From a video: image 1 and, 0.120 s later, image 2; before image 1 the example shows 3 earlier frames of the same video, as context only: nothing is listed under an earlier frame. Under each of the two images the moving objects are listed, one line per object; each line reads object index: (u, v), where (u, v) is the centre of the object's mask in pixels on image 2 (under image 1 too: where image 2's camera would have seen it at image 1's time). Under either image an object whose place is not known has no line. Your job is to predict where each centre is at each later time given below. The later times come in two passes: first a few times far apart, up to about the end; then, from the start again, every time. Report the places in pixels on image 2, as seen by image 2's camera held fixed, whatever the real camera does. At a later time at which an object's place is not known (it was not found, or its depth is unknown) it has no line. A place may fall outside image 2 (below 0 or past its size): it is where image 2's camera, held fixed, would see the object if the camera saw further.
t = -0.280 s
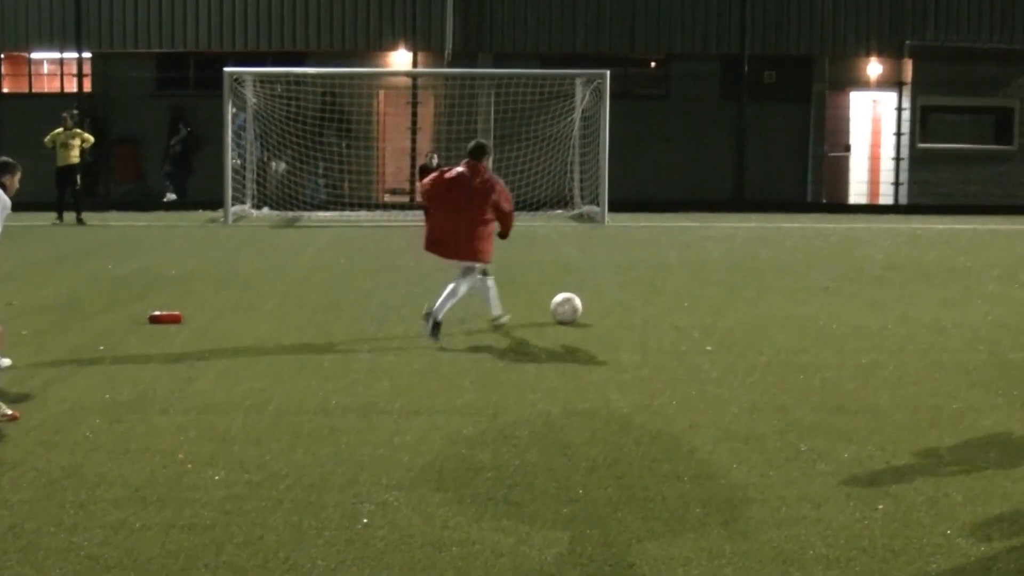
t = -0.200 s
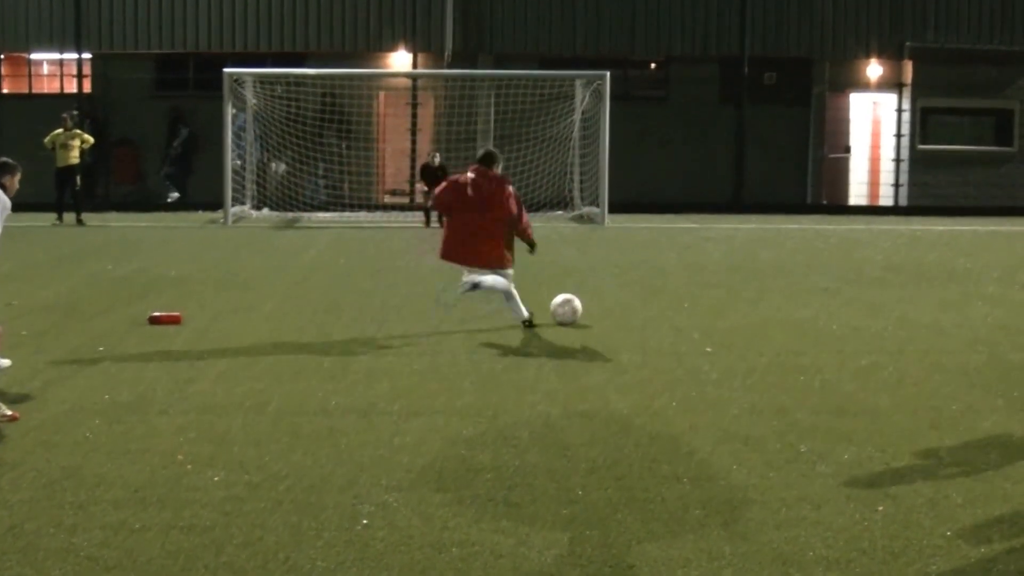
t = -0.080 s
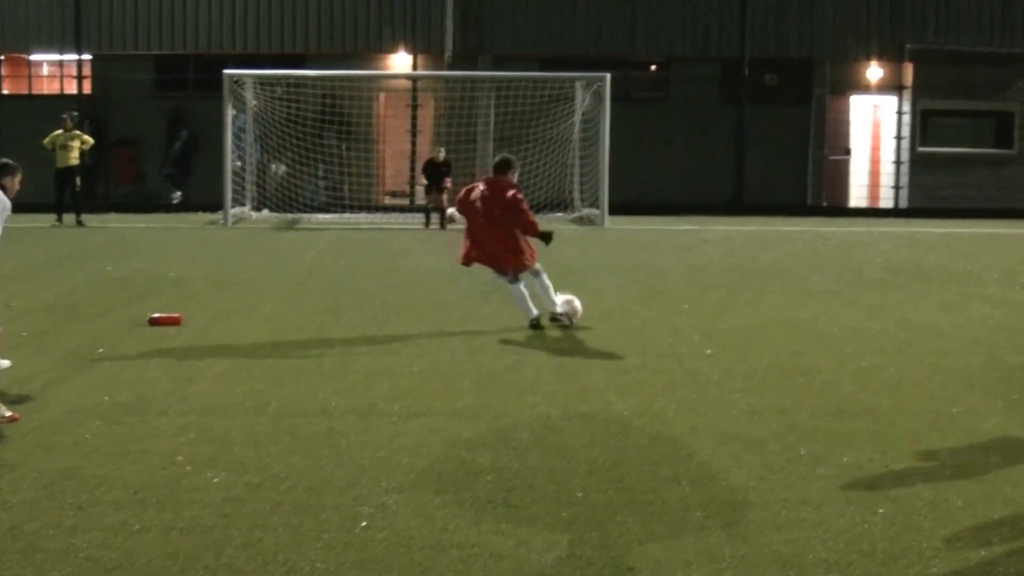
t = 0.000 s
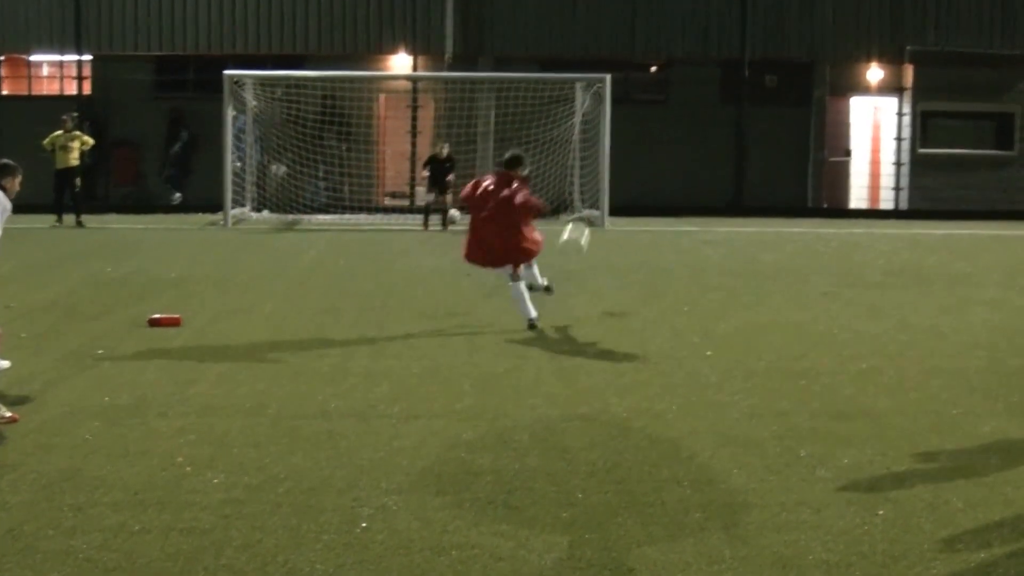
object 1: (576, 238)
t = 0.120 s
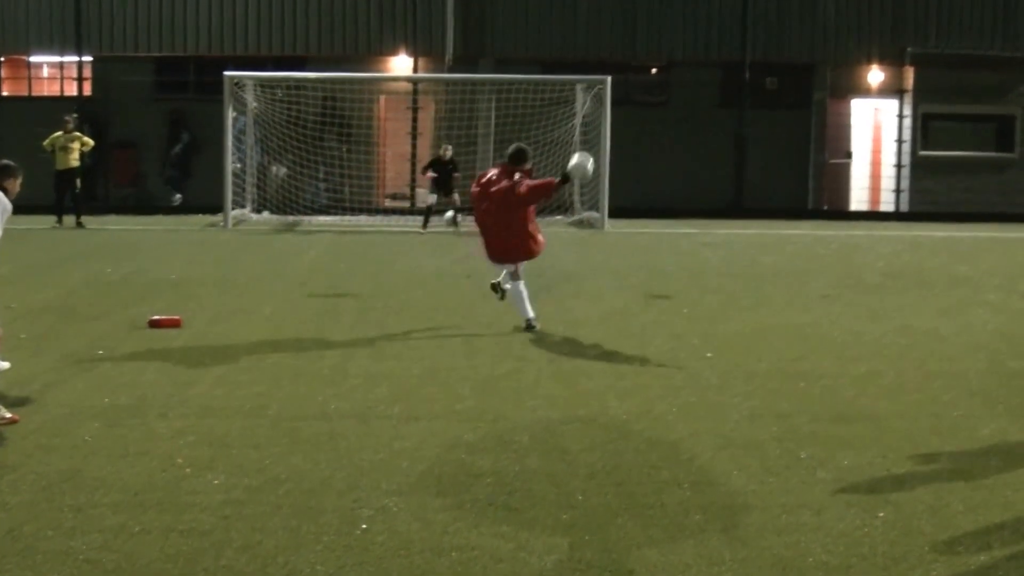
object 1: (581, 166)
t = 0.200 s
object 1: (583, 133)
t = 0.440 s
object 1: (579, 88)
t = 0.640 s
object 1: (571, 89)
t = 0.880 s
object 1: (578, 134)
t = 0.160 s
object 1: (581, 149)
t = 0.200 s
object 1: (583, 133)
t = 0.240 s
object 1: (583, 121)
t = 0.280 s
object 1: (582, 112)
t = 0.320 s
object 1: (582, 103)
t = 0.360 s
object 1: (582, 97)
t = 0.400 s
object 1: (581, 92)
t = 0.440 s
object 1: (579, 88)
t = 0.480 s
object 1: (578, 86)
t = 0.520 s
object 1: (576, 85)
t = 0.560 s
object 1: (575, 85)
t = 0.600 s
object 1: (573, 87)
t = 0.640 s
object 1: (571, 89)
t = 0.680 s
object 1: (568, 93)
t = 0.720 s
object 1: (567, 98)
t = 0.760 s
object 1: (568, 106)
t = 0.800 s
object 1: (571, 116)
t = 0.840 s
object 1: (575, 124)
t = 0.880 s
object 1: (578, 134)
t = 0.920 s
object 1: (580, 144)
